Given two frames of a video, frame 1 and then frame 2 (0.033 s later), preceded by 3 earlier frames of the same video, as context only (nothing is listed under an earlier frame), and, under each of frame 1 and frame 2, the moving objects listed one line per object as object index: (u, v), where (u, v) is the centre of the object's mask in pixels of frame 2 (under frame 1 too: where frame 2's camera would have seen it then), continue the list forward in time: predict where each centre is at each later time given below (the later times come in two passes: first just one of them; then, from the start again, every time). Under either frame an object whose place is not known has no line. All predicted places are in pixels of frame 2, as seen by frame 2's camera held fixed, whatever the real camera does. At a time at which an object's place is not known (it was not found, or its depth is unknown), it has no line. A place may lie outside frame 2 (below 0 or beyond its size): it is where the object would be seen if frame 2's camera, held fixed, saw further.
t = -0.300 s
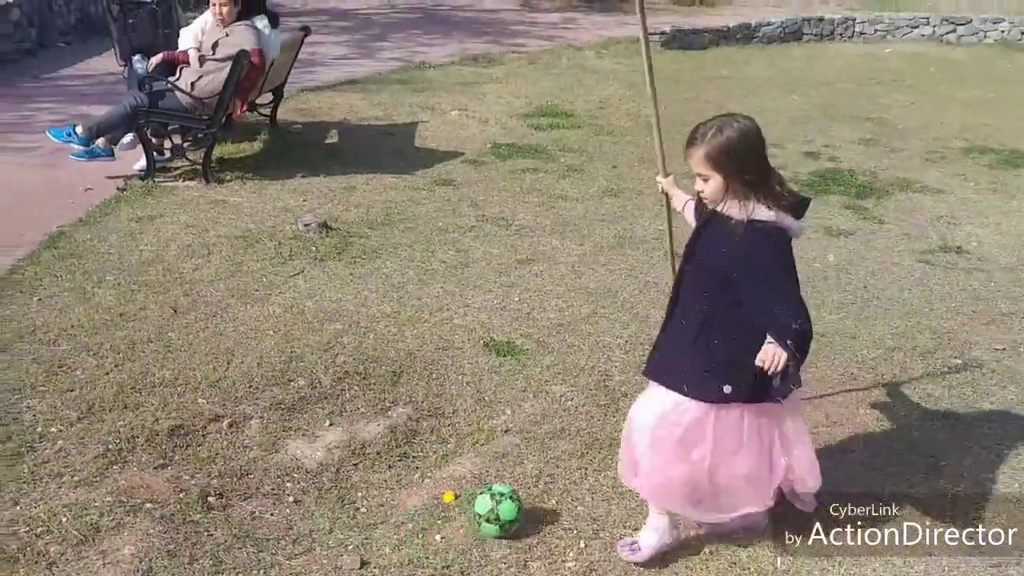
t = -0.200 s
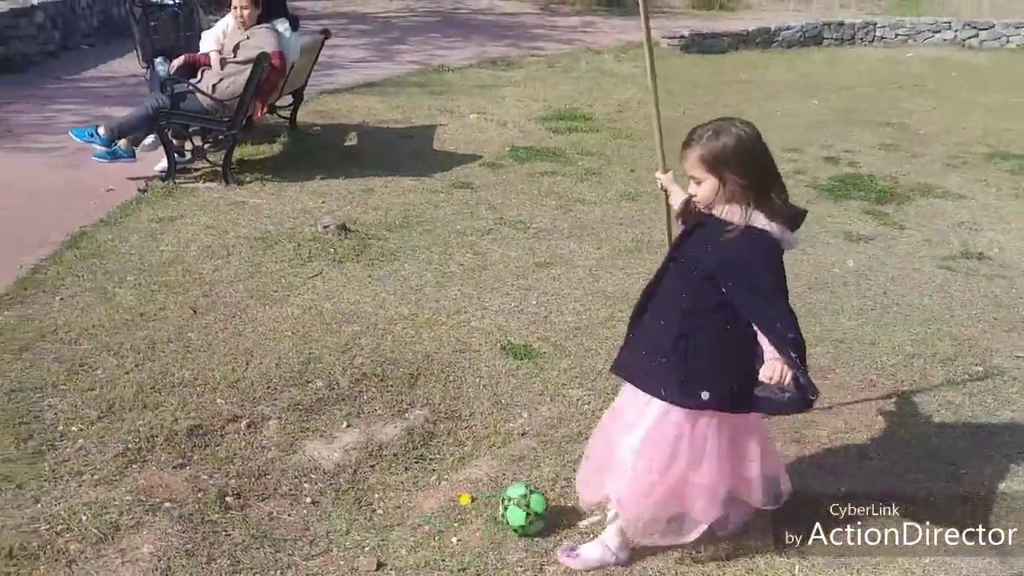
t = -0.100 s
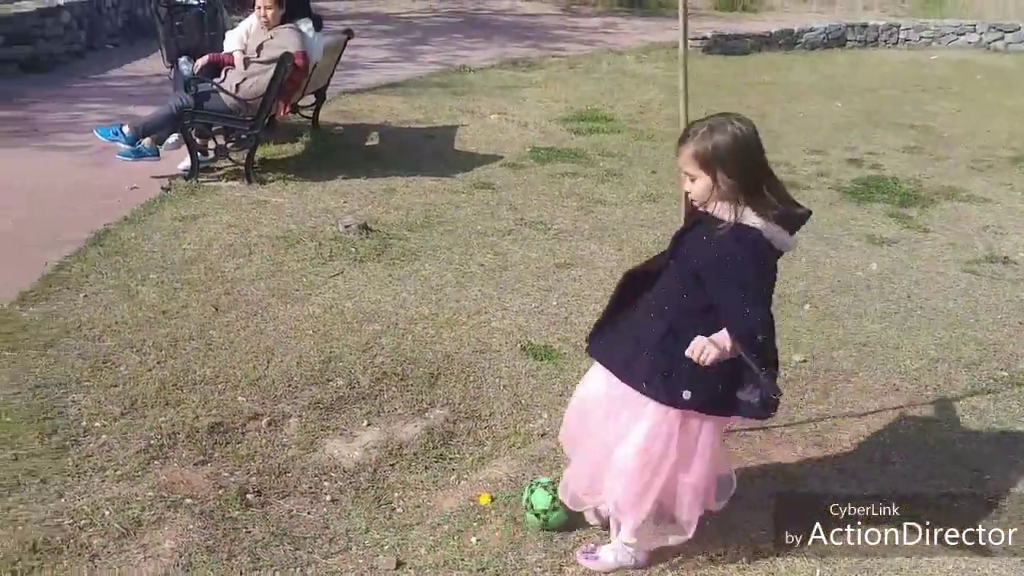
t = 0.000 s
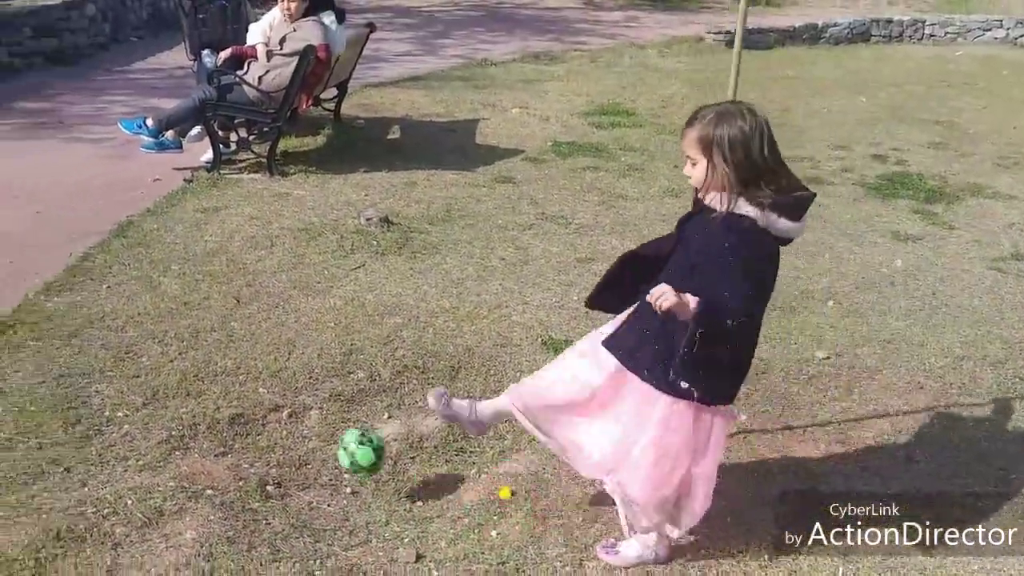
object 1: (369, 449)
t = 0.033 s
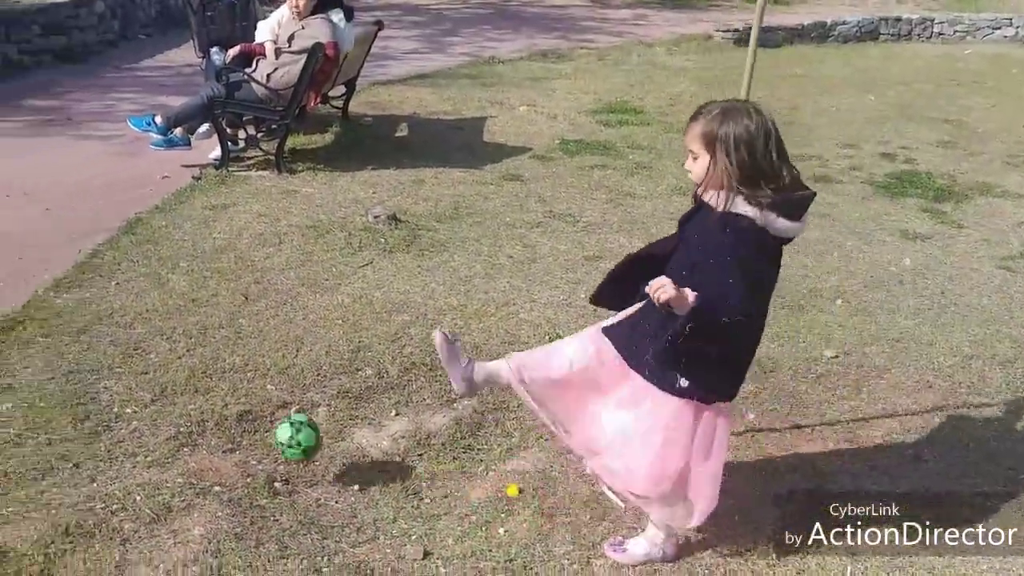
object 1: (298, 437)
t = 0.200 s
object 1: (51, 350)
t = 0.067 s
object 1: (230, 429)
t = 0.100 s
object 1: (169, 424)
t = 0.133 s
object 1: (130, 396)
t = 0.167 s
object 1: (90, 370)
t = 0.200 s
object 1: (51, 350)
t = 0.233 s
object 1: (13, 333)
